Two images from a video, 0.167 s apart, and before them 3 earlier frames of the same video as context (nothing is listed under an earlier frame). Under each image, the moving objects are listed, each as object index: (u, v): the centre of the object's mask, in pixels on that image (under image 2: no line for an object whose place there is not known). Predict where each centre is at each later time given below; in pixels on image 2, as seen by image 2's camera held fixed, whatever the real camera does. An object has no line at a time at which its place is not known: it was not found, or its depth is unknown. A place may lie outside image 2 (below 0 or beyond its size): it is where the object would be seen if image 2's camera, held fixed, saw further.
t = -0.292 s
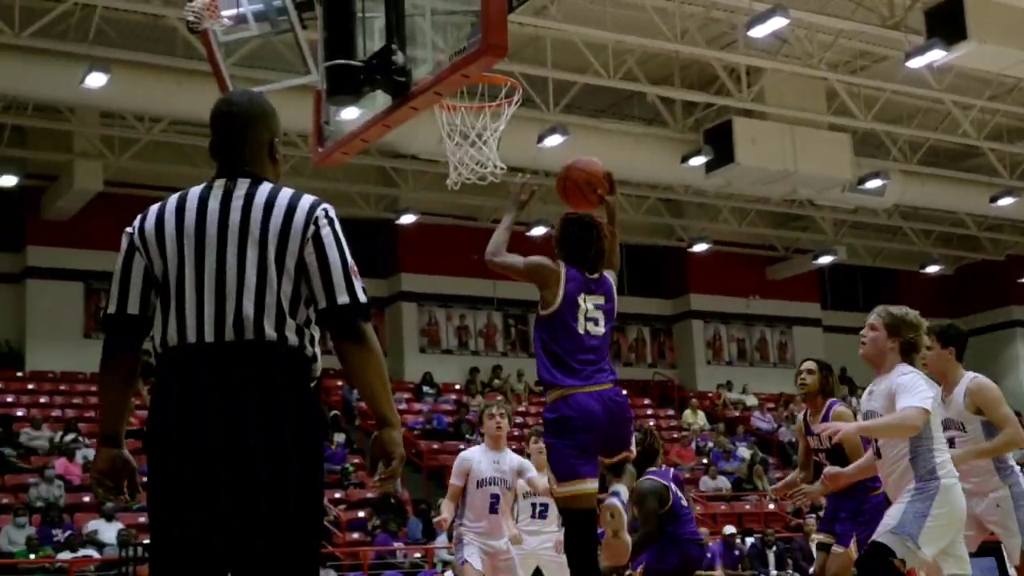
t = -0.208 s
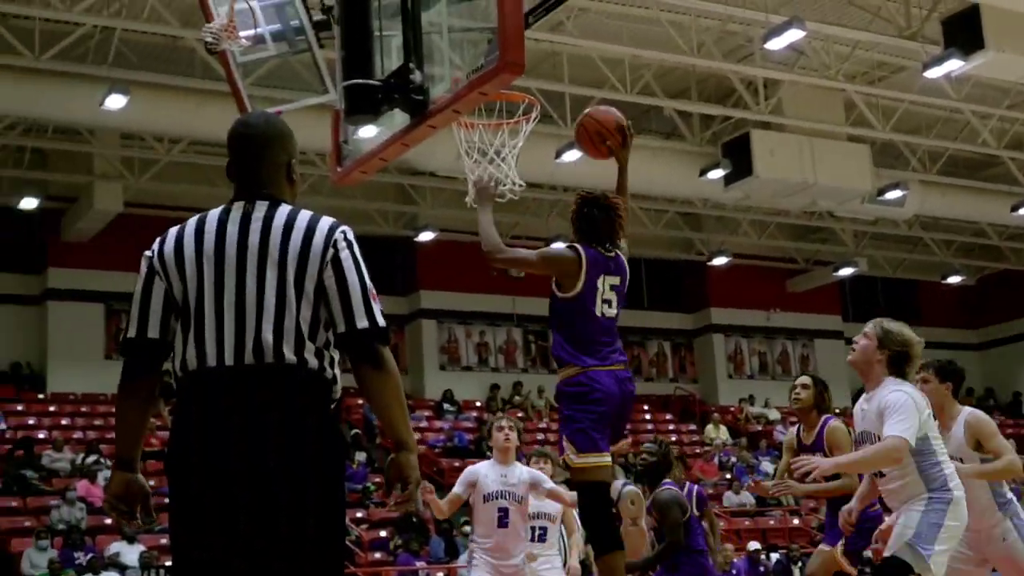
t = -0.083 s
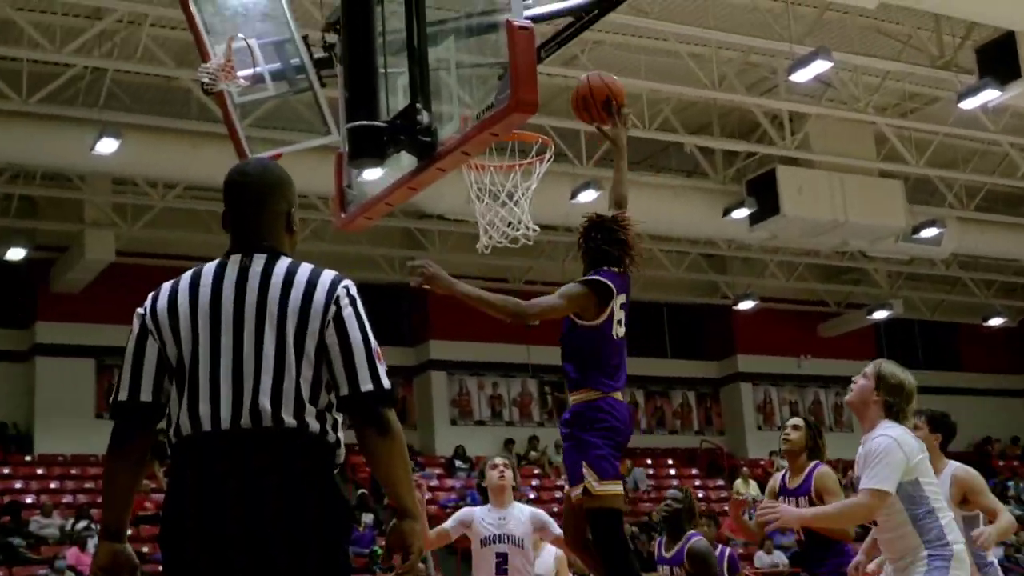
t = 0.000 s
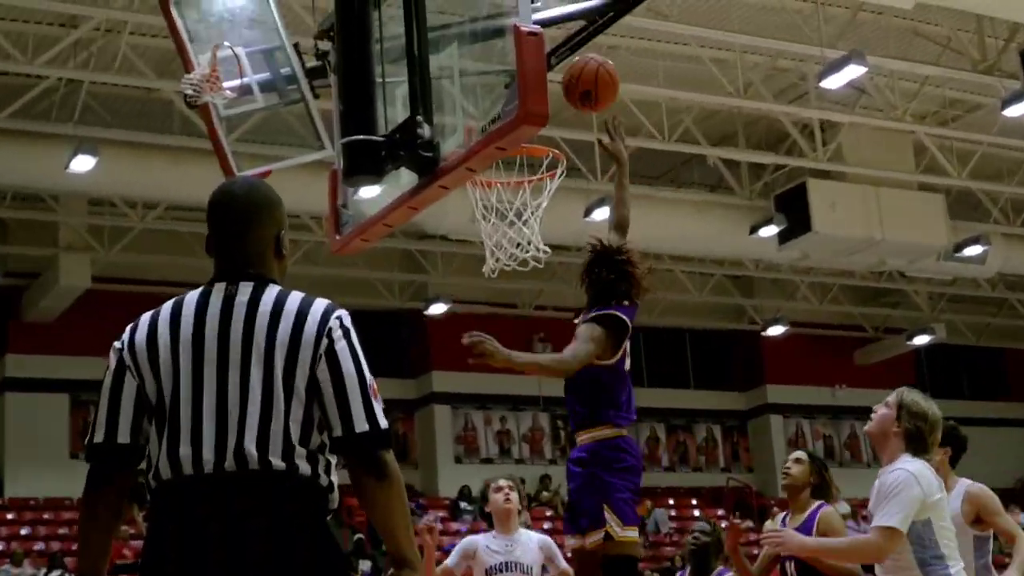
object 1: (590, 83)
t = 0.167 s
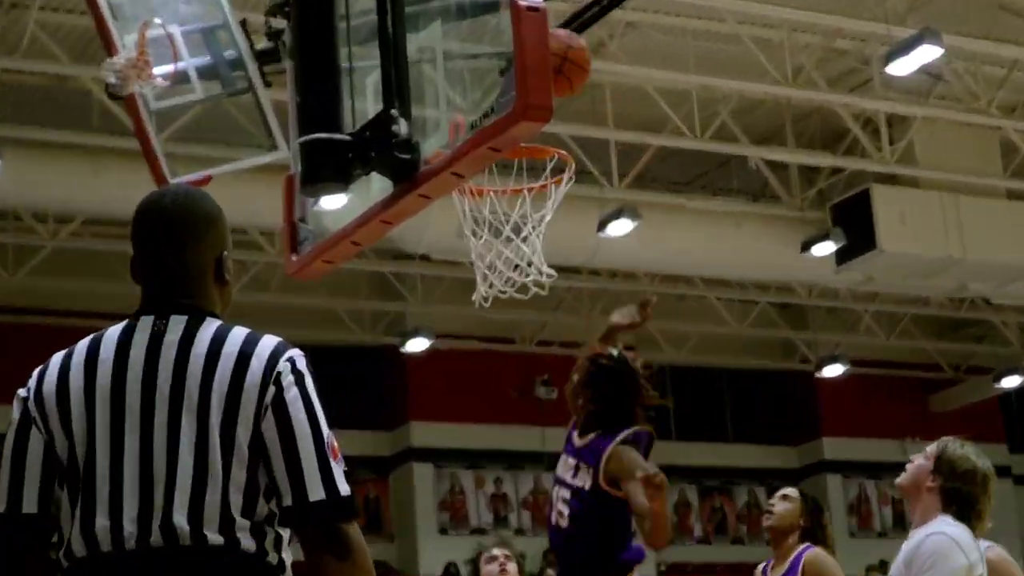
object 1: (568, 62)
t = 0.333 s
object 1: (541, 137)
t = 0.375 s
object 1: (517, 170)
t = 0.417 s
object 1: (506, 186)
